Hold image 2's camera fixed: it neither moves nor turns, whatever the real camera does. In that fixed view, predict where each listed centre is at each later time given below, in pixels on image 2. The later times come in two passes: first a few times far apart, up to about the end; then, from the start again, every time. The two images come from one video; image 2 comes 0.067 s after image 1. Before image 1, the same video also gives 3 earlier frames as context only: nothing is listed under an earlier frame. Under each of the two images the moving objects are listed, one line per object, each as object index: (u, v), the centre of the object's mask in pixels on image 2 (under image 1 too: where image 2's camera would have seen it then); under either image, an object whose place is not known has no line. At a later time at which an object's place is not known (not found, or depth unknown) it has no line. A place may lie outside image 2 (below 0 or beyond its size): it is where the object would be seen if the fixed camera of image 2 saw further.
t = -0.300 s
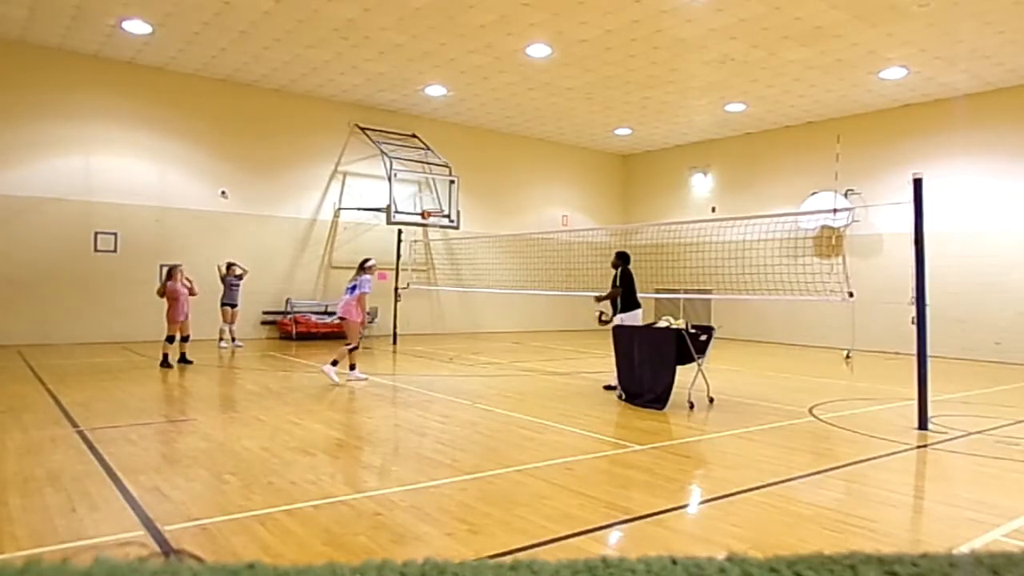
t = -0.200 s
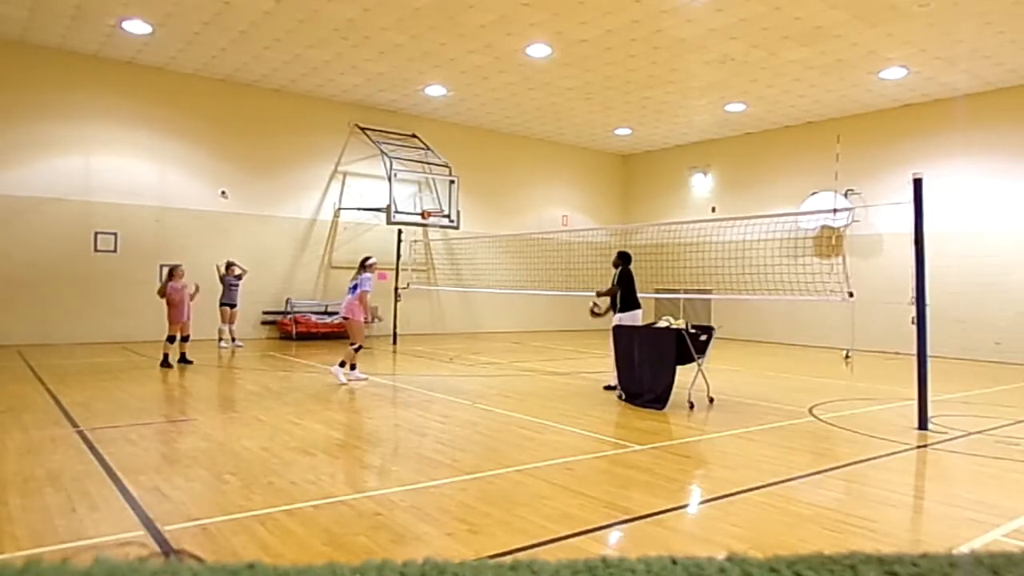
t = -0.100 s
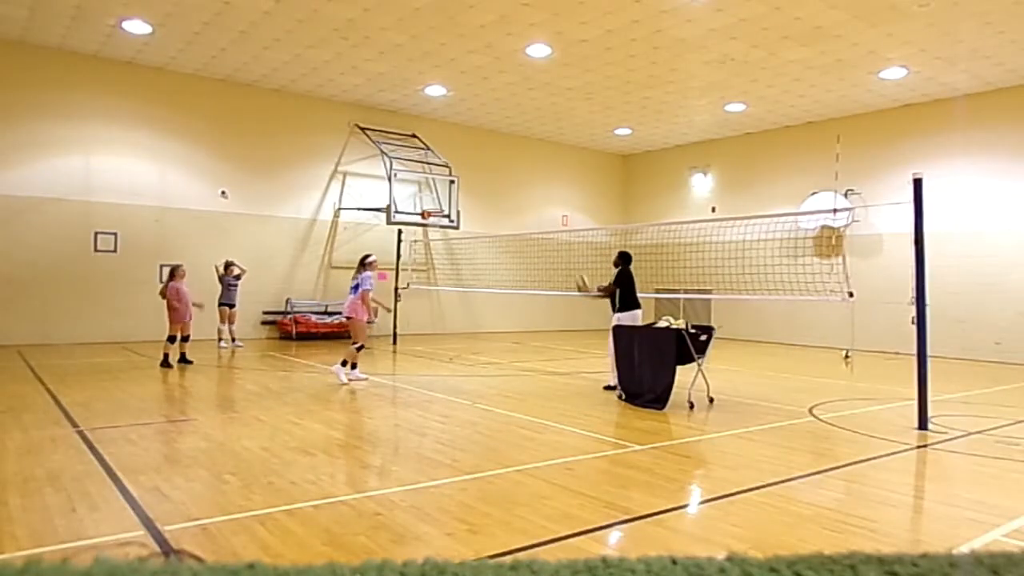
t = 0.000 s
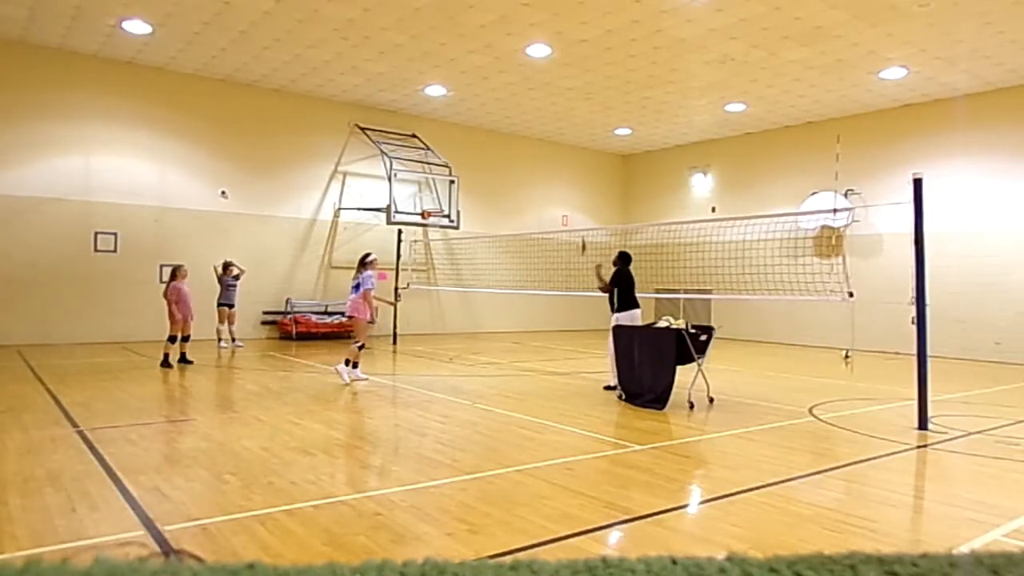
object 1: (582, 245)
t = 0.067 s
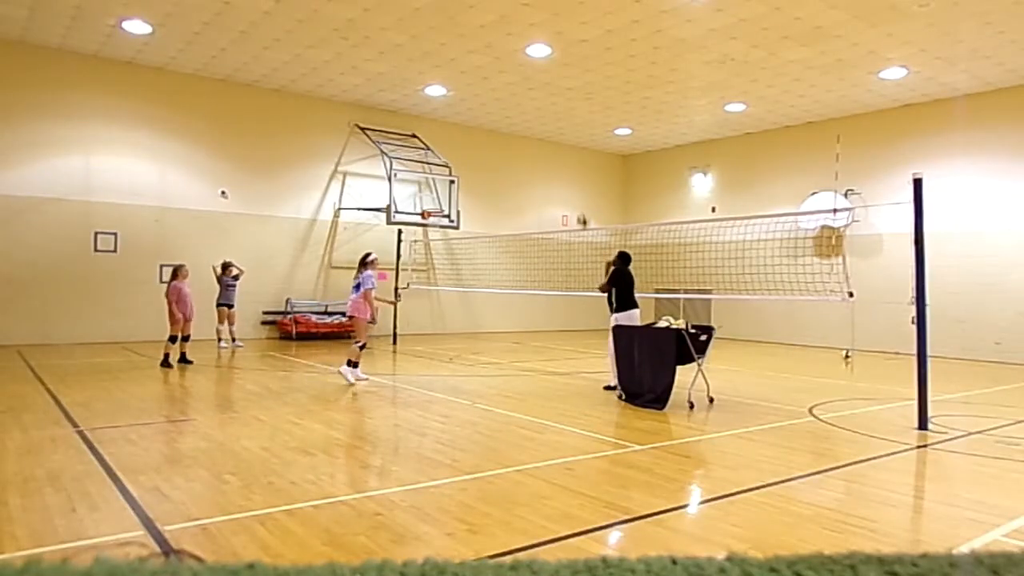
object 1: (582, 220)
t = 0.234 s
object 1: (585, 172)
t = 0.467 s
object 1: (588, 137)
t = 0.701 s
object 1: (590, 140)
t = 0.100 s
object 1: (584, 209)
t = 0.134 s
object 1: (584, 197)
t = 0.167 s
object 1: (584, 189)
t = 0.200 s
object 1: (585, 180)
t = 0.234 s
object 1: (585, 172)
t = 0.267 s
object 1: (587, 164)
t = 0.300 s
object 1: (587, 157)
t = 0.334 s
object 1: (586, 152)
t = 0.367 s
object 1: (587, 147)
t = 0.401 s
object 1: (588, 143)
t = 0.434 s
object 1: (588, 140)
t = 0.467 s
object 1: (588, 137)
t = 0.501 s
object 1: (588, 134)
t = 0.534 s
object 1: (589, 133)
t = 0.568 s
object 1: (589, 133)
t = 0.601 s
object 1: (589, 133)
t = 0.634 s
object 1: (589, 135)
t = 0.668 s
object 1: (589, 137)
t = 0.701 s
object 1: (590, 140)
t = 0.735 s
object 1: (591, 143)
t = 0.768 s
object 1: (591, 147)
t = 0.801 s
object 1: (591, 151)
